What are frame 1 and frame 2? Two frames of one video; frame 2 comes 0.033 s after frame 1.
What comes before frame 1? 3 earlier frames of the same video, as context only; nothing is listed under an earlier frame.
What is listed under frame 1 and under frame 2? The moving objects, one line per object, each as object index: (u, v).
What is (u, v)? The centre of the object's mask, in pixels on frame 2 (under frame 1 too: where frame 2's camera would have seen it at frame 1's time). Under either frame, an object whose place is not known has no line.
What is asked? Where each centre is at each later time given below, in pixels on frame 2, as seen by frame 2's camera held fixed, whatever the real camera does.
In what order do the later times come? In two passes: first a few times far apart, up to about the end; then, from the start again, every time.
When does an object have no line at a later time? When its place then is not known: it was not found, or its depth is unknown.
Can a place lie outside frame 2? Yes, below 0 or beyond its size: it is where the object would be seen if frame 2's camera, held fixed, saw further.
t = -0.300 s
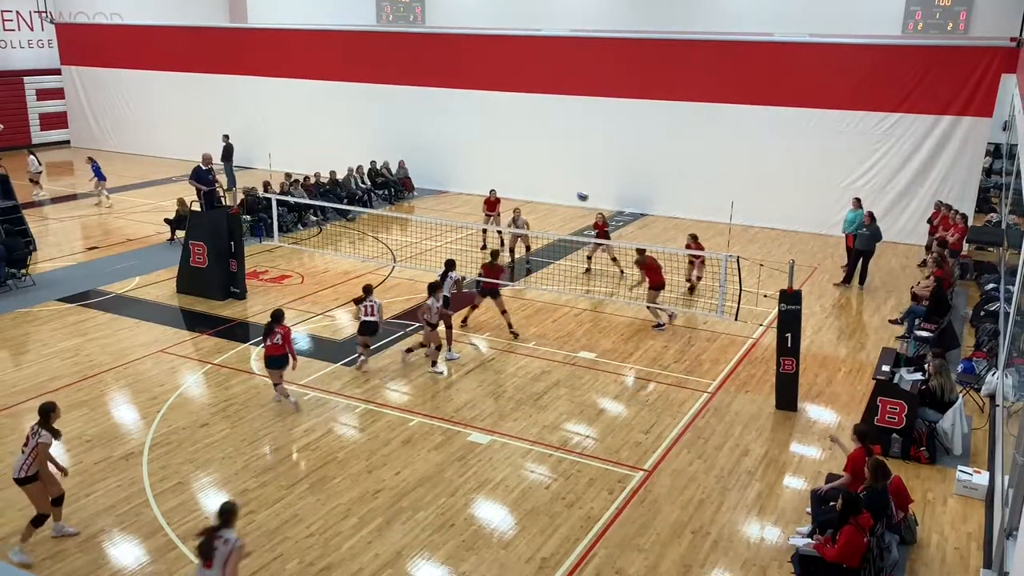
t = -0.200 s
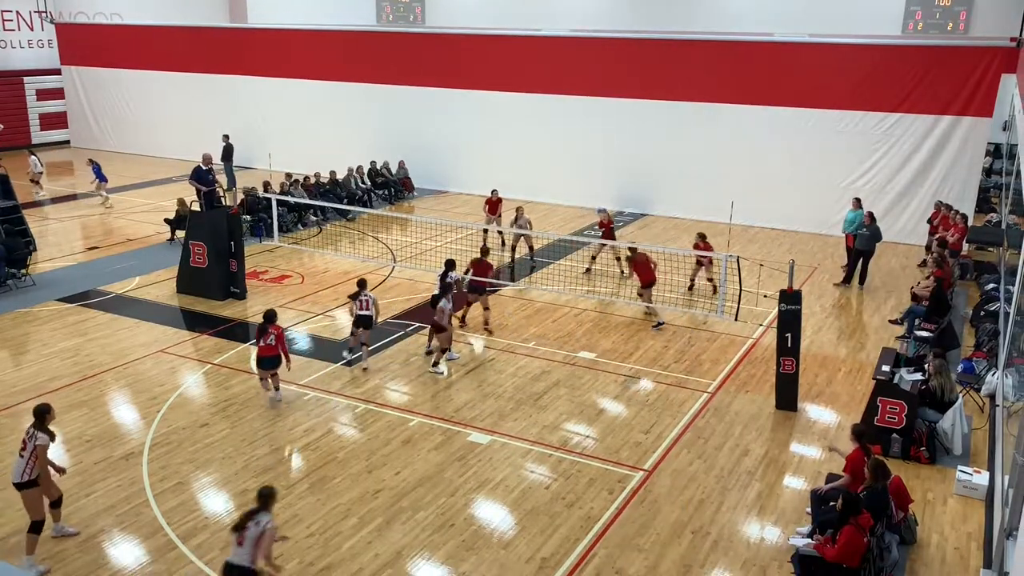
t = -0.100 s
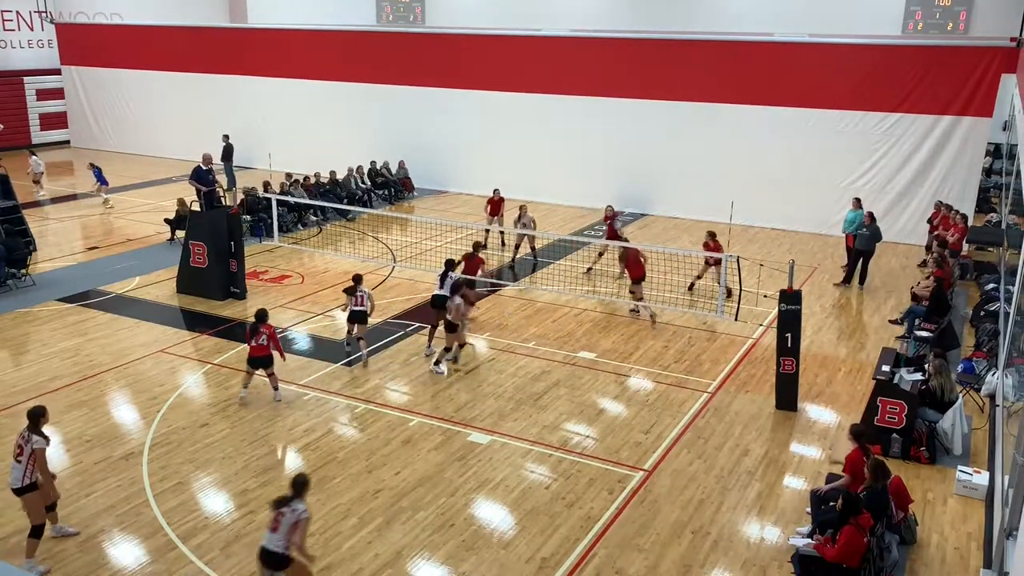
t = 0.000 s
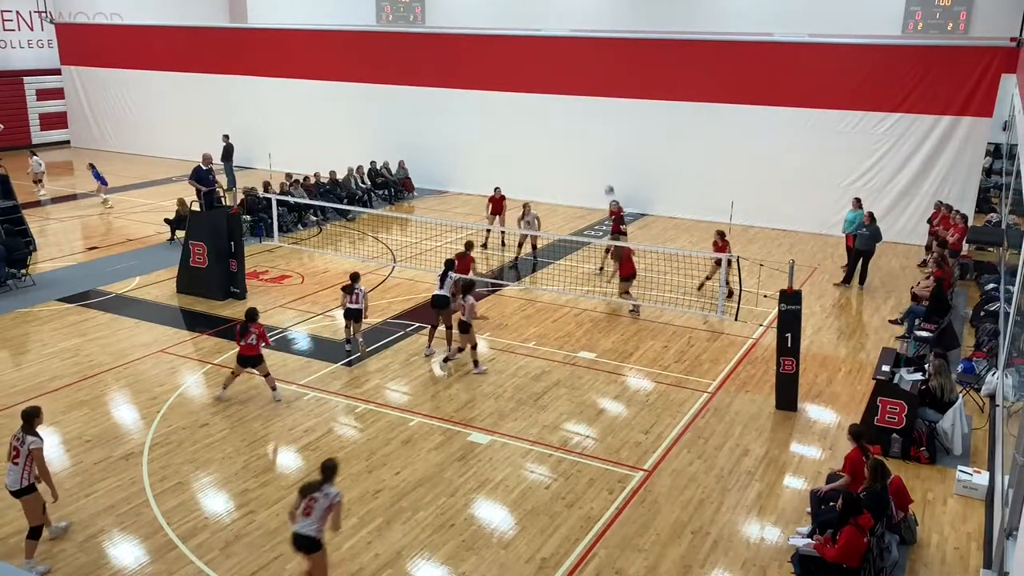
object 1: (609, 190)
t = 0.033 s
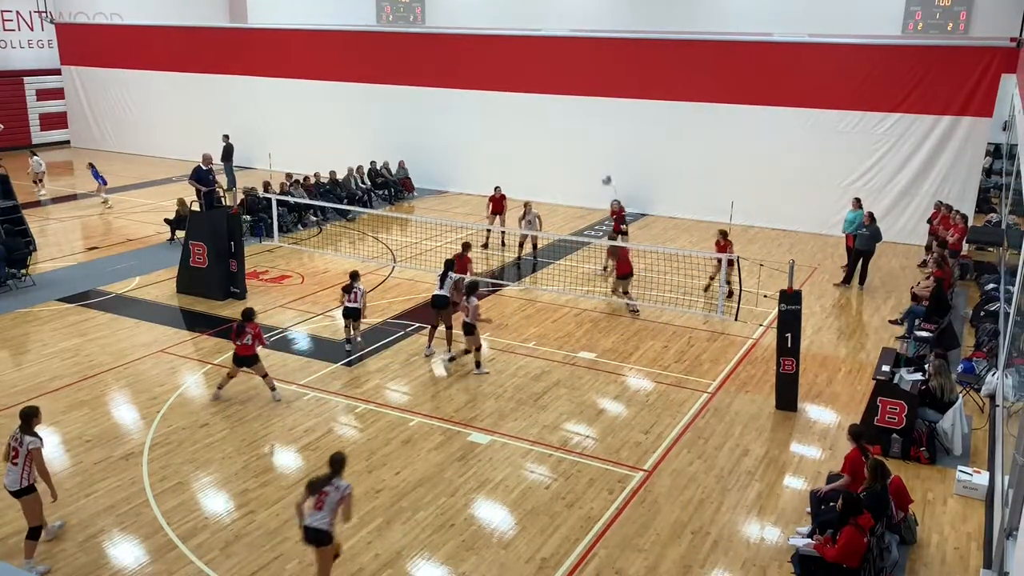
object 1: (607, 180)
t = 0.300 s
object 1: (579, 109)
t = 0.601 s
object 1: (547, 65)
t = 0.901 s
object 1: (515, 66)
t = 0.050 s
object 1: (605, 175)
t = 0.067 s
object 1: (603, 169)
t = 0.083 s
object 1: (601, 164)
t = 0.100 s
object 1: (599, 159)
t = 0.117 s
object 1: (598, 155)
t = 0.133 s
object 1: (596, 150)
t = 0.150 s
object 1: (595, 145)
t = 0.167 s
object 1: (593, 140)
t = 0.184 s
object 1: (592, 135)
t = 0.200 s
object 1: (590, 132)
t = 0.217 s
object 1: (589, 128)
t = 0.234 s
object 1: (587, 124)
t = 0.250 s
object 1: (585, 119)
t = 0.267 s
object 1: (583, 115)
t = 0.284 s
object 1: (581, 112)
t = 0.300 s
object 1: (579, 109)
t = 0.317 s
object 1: (578, 106)
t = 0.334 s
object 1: (576, 102)
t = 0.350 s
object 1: (574, 98)
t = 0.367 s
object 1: (573, 95)
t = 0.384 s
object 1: (571, 92)
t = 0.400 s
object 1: (568, 89)
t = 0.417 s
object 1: (567, 86)
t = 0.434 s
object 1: (565, 84)
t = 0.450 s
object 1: (564, 81)
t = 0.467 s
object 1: (563, 79)
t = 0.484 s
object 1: (561, 77)
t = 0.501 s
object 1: (559, 74)
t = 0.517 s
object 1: (557, 73)
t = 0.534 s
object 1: (555, 71)
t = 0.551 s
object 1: (554, 70)
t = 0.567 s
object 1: (551, 68)
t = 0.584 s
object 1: (550, 67)
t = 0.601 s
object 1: (547, 65)
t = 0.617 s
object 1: (546, 64)
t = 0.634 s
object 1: (544, 63)
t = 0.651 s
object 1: (542, 62)
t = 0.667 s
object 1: (540, 62)
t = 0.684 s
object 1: (539, 62)
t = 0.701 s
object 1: (537, 62)
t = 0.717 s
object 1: (535, 61)
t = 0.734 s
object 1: (533, 61)
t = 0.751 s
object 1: (531, 61)
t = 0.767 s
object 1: (529, 61)
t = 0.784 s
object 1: (527, 61)
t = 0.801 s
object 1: (525, 61)
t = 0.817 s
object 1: (523, 62)
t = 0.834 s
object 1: (522, 62)
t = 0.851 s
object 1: (520, 63)
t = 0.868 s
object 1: (518, 63)
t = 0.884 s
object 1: (516, 65)
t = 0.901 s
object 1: (515, 66)
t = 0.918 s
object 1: (512, 67)
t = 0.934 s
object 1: (511, 68)
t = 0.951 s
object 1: (509, 70)
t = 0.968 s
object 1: (506, 72)
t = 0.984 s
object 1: (505, 74)
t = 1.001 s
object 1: (503, 76)
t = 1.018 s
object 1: (501, 78)
